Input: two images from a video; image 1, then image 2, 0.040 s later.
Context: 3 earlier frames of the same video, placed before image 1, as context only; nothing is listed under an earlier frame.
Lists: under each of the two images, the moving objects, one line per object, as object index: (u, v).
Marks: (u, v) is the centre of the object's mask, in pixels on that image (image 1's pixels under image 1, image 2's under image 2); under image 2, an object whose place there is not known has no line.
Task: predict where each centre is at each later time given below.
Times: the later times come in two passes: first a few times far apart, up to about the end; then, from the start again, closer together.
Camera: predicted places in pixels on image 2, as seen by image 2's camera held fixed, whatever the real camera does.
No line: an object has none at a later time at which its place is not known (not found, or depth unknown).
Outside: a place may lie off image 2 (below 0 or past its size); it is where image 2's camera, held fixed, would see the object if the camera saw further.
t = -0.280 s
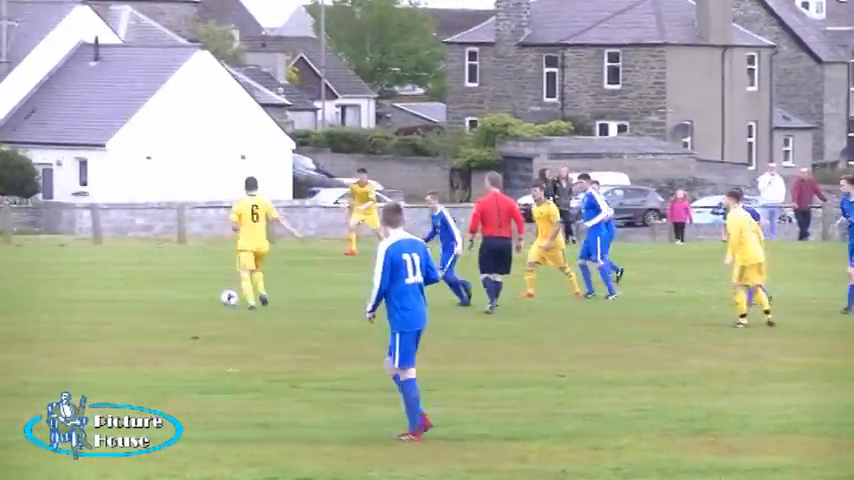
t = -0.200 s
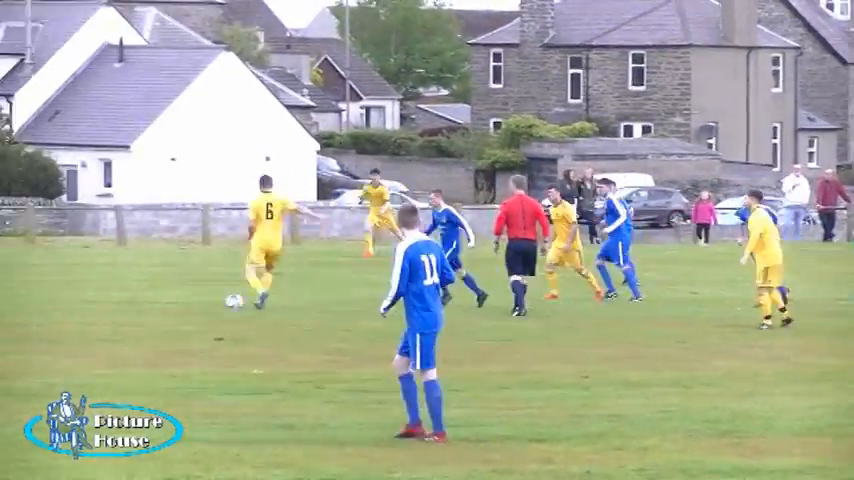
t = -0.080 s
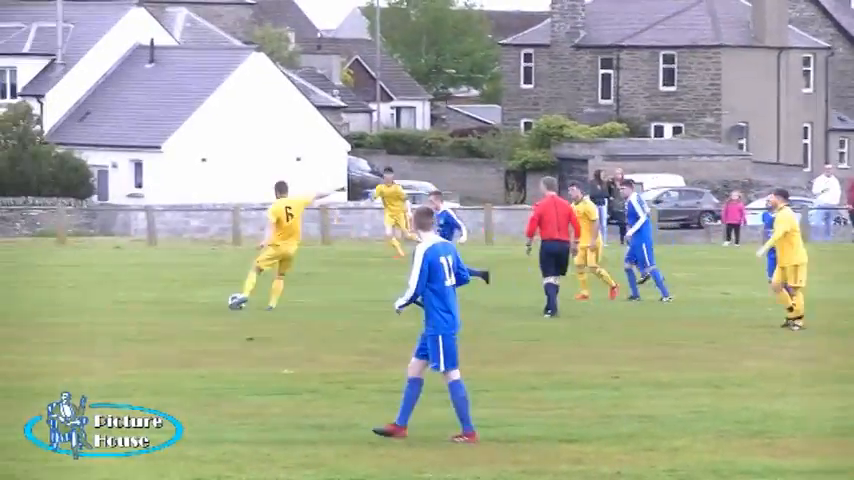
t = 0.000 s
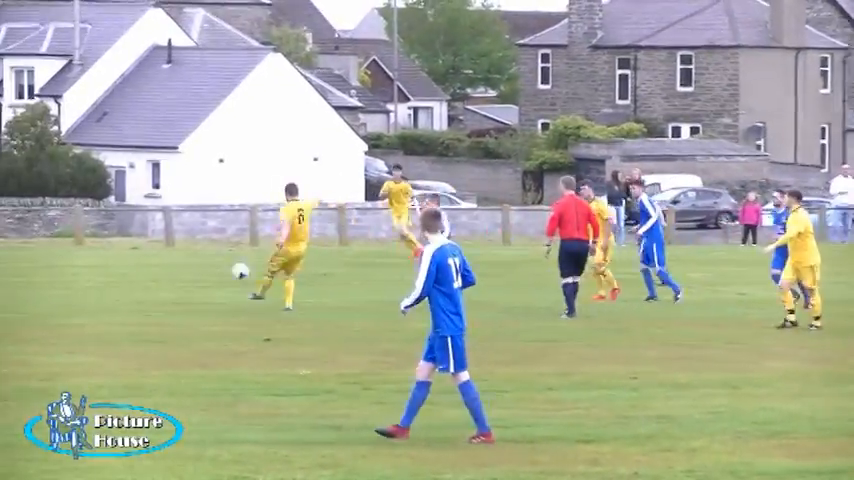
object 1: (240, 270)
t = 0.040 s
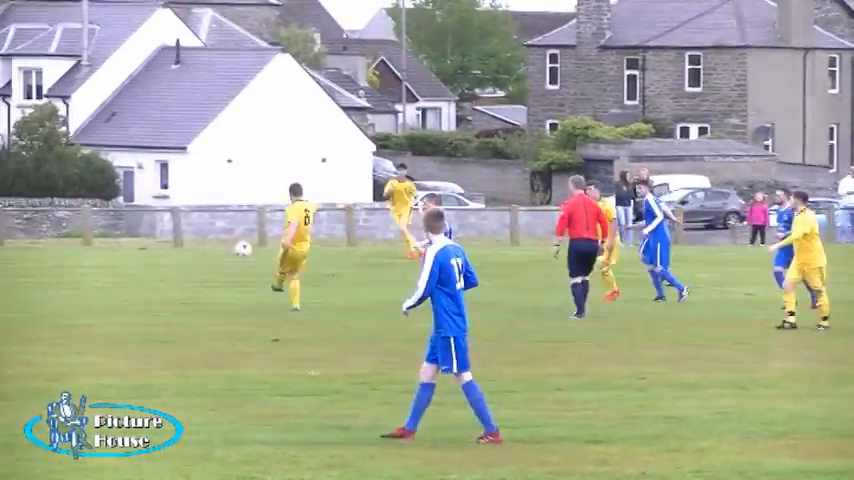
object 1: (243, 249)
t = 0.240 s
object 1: (216, 158)
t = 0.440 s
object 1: (188, 94)
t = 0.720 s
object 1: (150, 55)
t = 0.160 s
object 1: (226, 191)
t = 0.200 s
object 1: (221, 172)
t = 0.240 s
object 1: (216, 158)
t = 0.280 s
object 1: (208, 145)
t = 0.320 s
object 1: (203, 128)
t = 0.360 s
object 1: (198, 115)
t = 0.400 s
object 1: (193, 104)
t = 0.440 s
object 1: (188, 94)
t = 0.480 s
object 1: (182, 85)
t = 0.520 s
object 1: (177, 77)
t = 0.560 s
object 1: (172, 70)
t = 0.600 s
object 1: (166, 64)
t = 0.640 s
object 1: (160, 58)
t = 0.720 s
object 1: (150, 55)
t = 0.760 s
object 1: (142, 51)
